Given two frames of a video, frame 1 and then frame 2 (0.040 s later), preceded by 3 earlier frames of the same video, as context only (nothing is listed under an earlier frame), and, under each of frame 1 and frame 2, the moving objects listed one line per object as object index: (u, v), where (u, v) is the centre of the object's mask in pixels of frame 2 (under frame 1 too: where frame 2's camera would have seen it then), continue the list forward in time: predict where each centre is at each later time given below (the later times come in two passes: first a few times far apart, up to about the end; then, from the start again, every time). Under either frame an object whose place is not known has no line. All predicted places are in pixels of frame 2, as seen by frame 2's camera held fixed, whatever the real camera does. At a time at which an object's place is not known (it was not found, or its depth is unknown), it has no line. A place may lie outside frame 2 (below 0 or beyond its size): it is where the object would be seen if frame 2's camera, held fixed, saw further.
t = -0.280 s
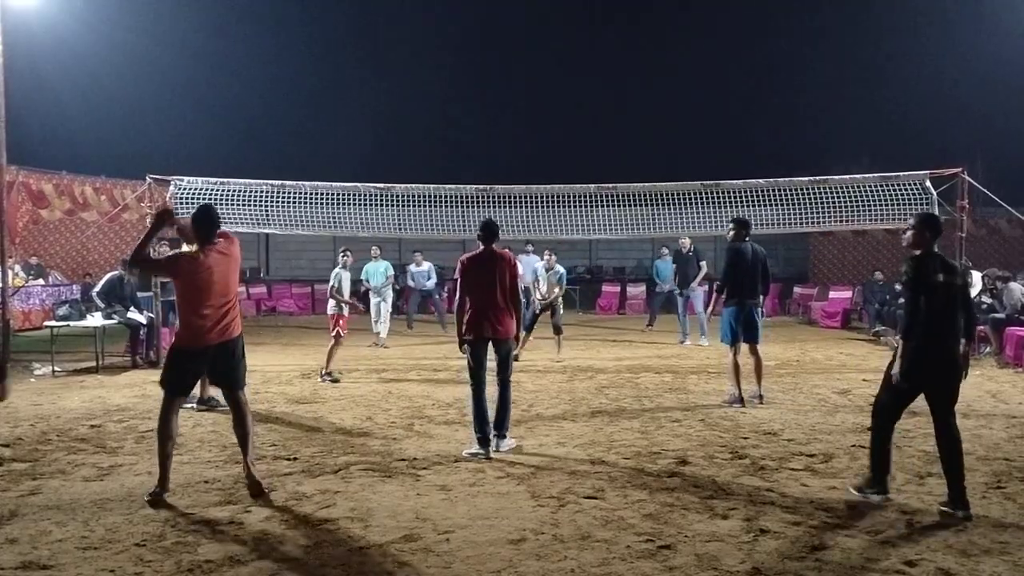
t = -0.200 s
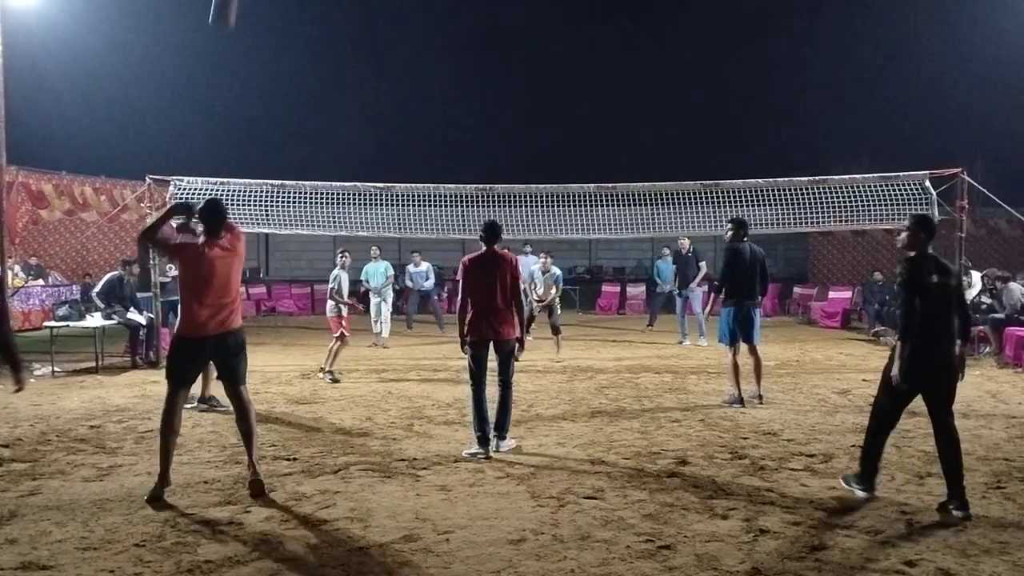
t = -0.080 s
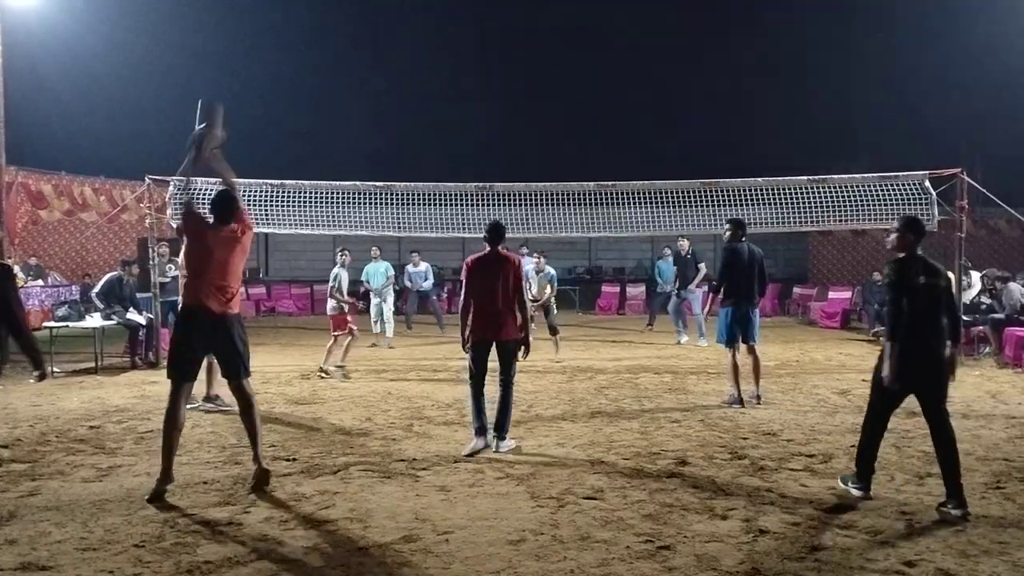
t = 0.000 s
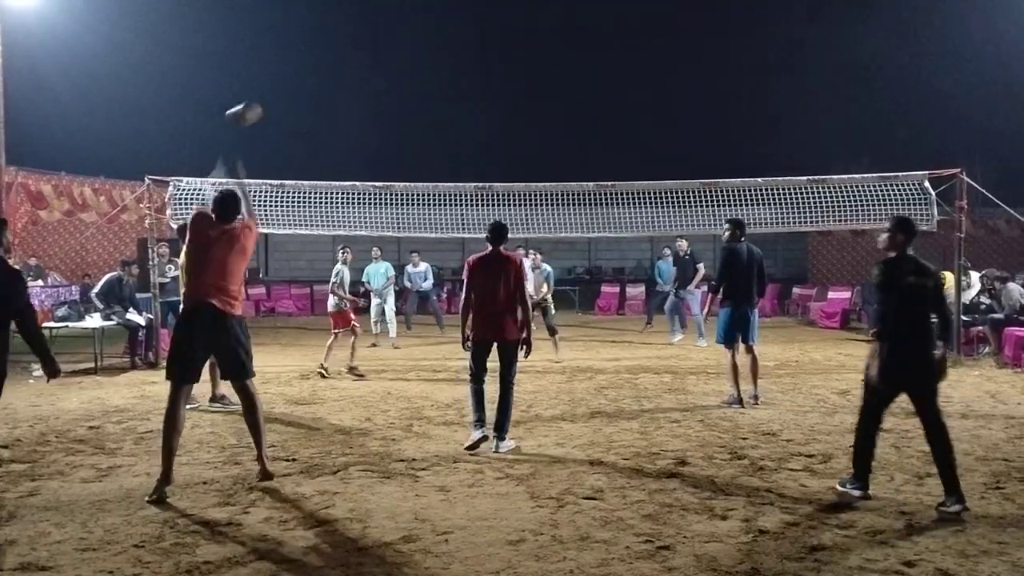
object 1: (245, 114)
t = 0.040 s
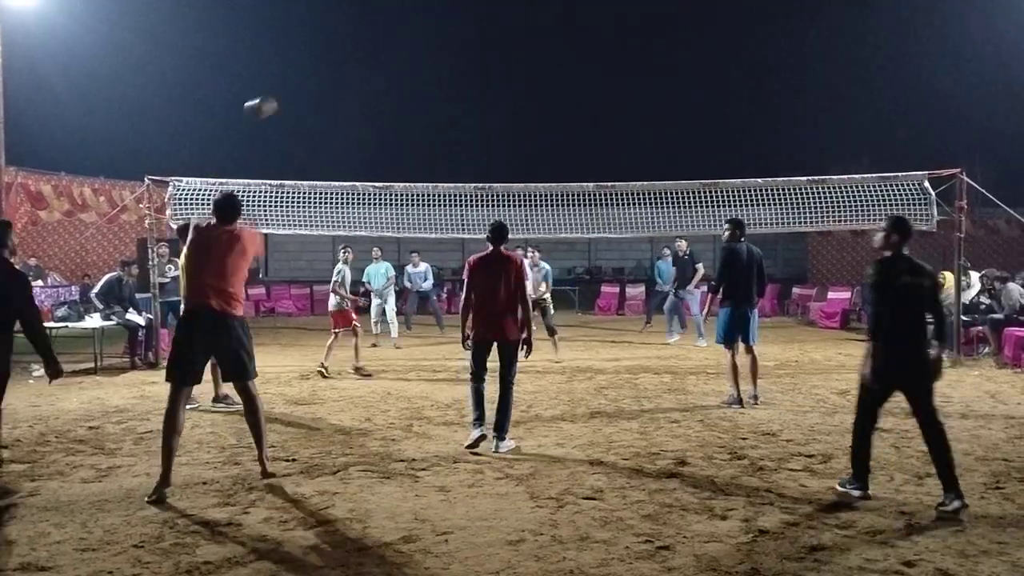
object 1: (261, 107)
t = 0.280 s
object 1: (328, 115)
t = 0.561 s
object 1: (369, 176)
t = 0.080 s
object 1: (275, 104)
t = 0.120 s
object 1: (289, 102)
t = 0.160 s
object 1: (300, 103)
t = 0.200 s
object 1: (311, 105)
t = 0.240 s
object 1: (320, 110)
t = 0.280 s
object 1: (328, 115)
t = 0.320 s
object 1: (336, 122)
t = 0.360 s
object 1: (343, 129)
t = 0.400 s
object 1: (350, 137)
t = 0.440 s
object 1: (355, 146)
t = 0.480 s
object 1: (360, 156)
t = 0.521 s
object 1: (365, 166)
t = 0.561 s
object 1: (369, 176)
